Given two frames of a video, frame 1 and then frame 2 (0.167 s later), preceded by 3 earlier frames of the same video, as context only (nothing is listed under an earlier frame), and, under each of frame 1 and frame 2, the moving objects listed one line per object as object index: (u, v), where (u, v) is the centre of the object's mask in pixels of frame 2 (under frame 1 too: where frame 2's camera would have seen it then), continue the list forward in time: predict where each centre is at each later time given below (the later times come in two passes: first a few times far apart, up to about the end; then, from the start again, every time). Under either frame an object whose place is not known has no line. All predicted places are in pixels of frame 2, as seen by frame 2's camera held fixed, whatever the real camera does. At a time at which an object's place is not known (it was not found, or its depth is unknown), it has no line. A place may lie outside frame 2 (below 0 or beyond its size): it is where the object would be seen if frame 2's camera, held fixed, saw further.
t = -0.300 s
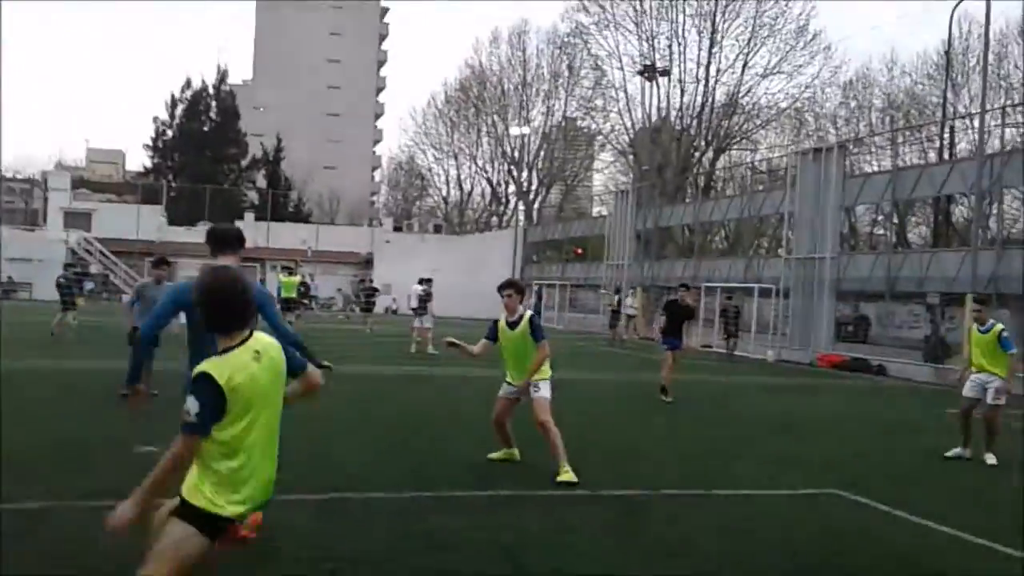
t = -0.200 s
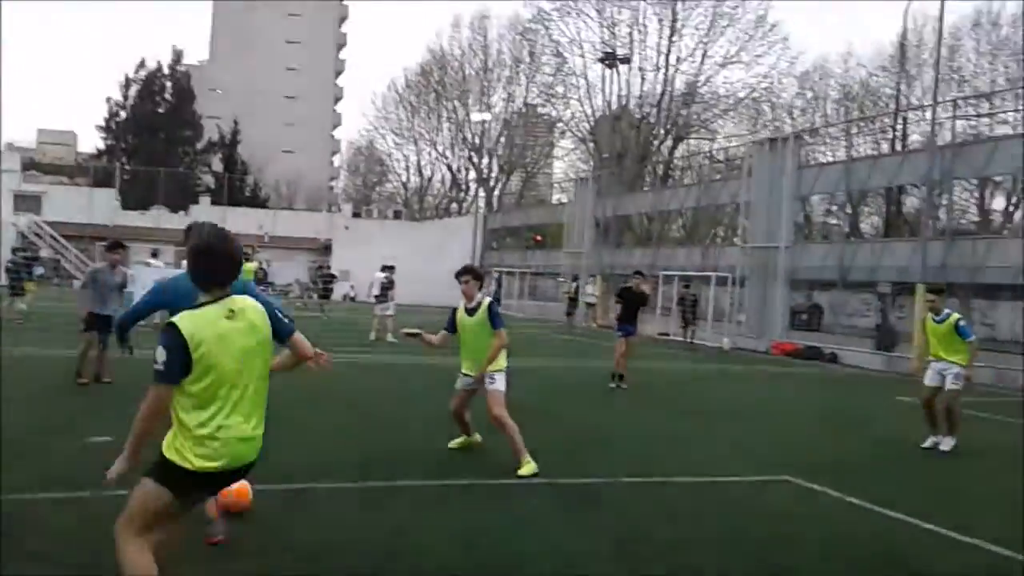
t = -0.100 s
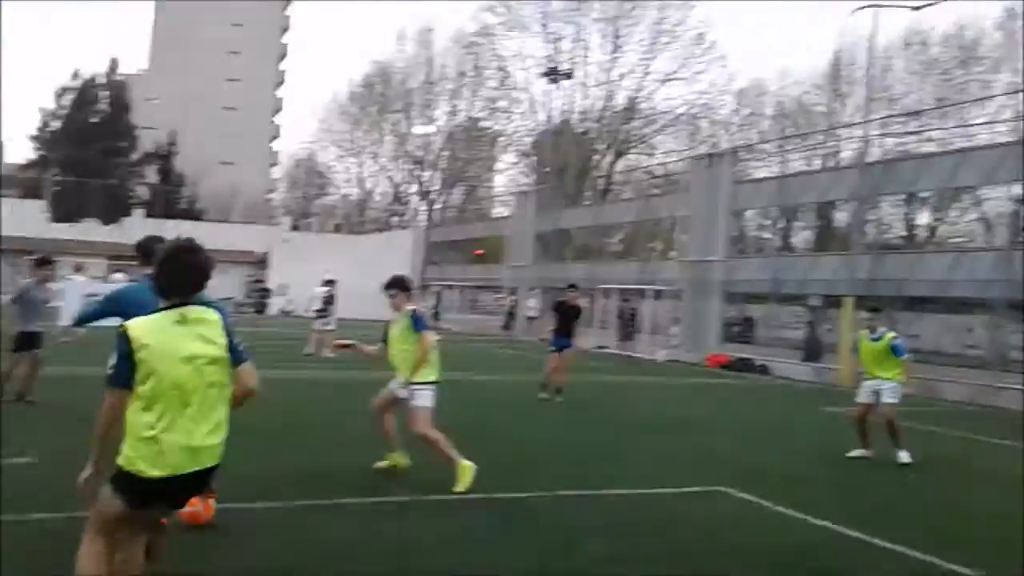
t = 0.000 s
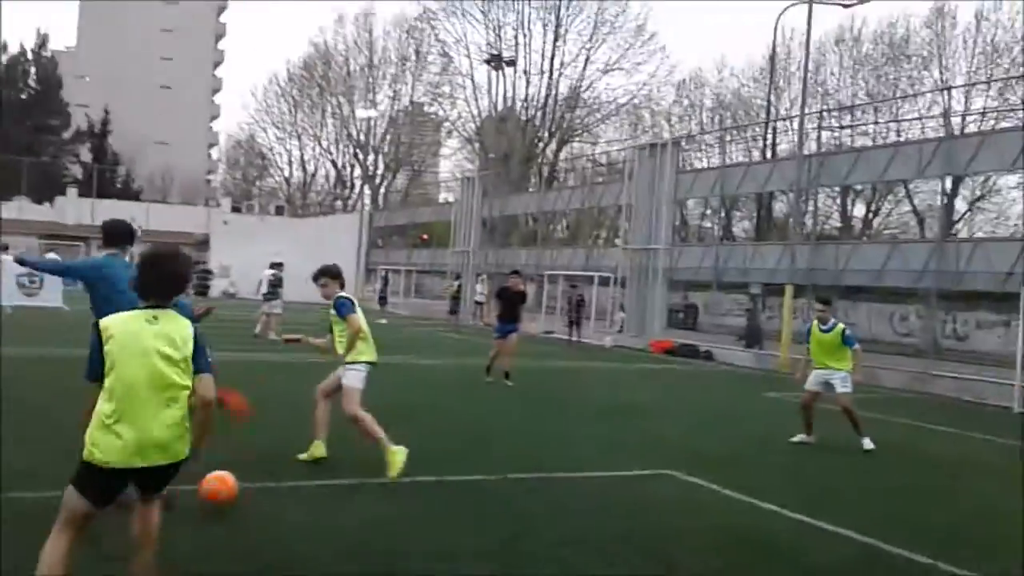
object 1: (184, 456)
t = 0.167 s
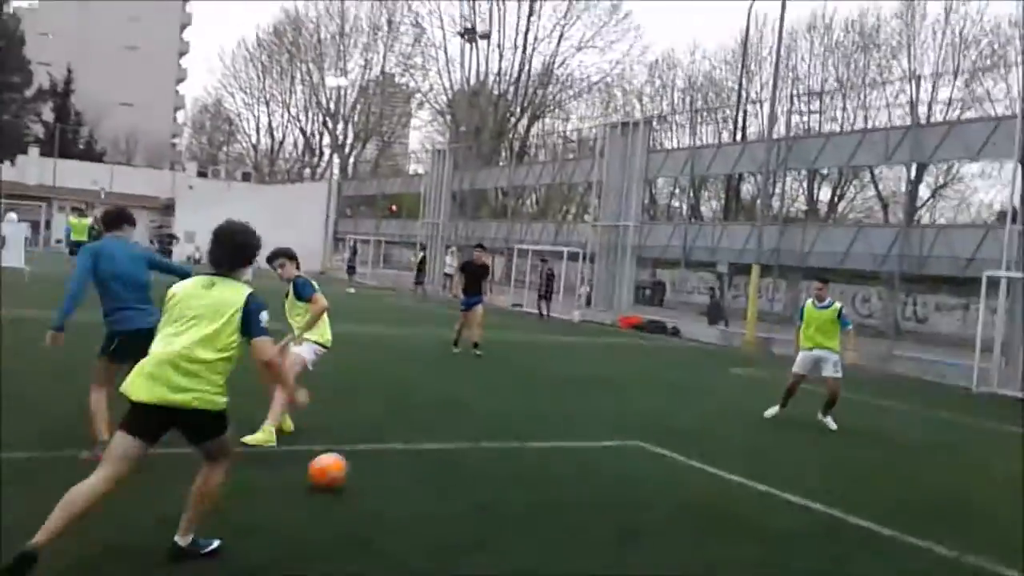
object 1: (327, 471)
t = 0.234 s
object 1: (382, 474)
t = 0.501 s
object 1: (594, 496)
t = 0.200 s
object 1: (355, 472)
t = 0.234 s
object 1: (382, 474)
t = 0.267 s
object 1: (409, 478)
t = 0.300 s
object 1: (435, 483)
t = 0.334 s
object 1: (460, 490)
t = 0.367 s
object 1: (487, 491)
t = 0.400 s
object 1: (517, 492)
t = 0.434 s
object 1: (545, 493)
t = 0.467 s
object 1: (569, 495)
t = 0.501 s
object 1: (594, 496)
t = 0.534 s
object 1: (620, 499)
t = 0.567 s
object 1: (646, 501)
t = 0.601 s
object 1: (671, 502)
